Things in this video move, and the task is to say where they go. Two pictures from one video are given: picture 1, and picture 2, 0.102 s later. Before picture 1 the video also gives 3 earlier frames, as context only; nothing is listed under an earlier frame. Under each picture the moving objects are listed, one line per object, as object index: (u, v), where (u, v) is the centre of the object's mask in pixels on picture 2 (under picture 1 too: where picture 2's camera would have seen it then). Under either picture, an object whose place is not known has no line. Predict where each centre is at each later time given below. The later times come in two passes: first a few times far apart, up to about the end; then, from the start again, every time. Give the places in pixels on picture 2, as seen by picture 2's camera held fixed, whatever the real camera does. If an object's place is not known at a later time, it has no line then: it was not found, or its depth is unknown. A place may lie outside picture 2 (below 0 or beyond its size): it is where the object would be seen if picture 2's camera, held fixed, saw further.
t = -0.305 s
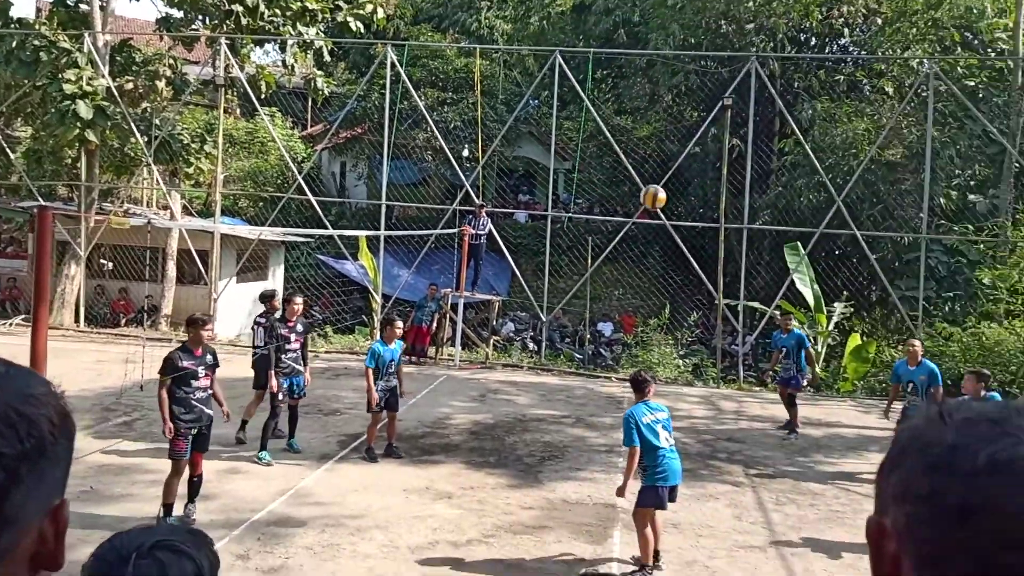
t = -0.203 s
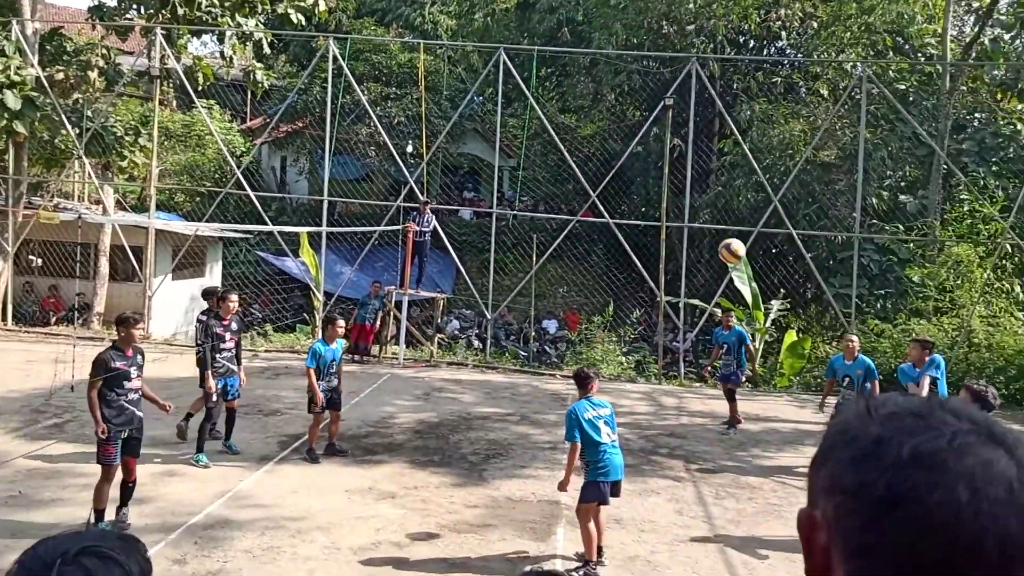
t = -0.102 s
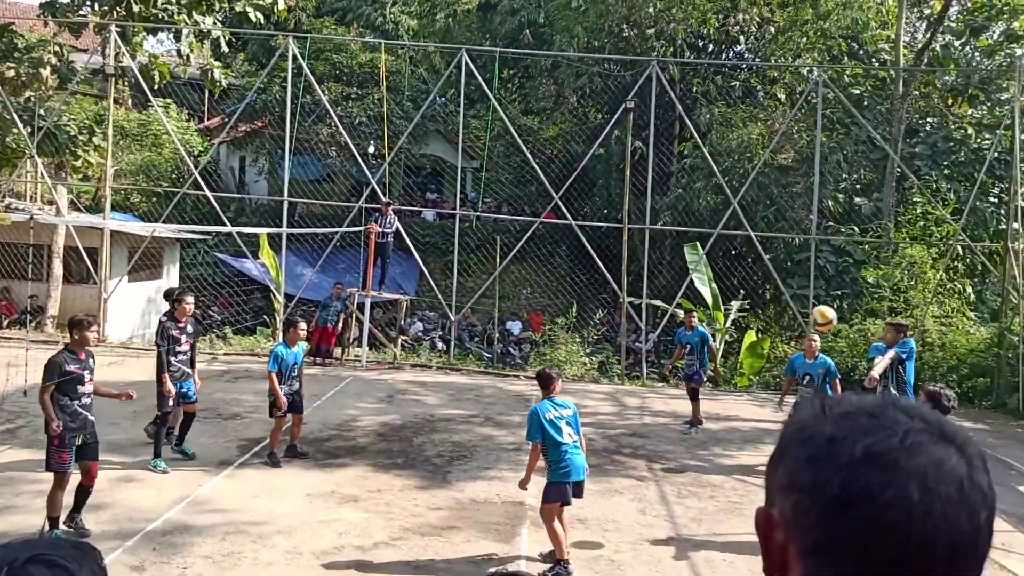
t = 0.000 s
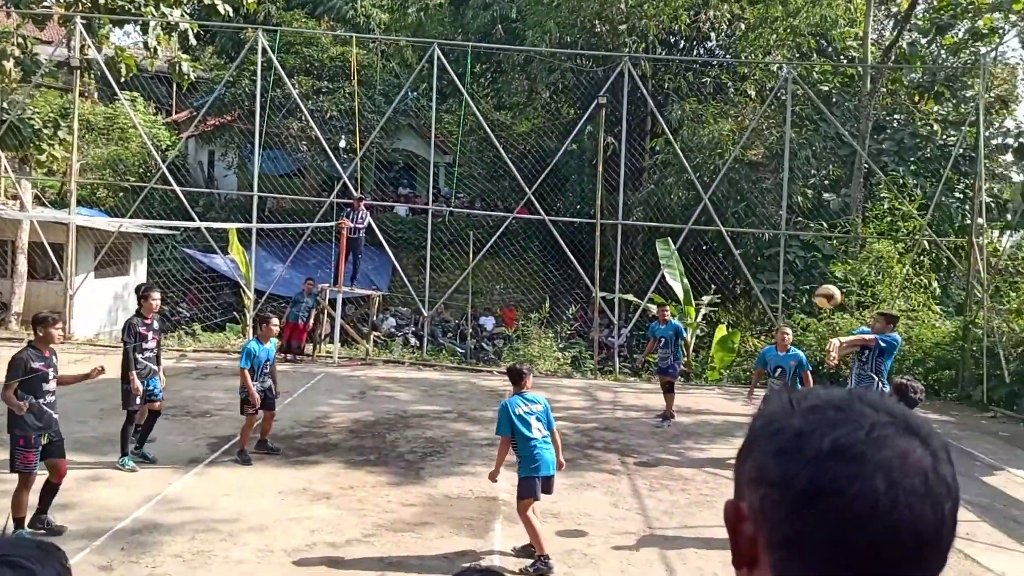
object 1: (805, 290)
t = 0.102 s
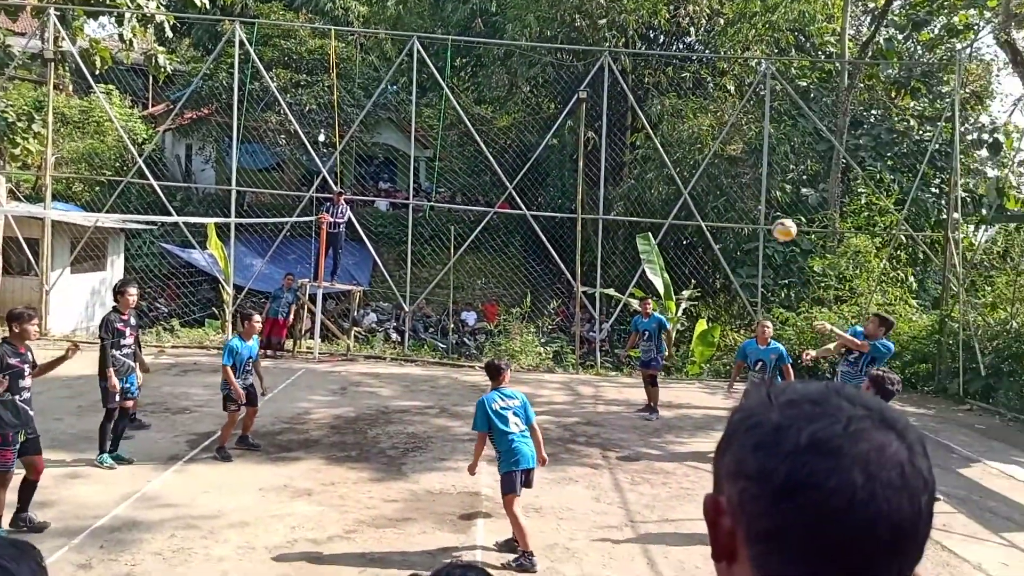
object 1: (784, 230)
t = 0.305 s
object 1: (743, 150)
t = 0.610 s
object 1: (685, 117)
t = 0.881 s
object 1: (638, 160)
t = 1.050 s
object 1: (610, 214)
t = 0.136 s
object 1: (777, 214)
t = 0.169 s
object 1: (770, 198)
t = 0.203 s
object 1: (764, 184)
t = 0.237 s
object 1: (756, 172)
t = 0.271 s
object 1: (750, 160)
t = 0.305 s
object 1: (743, 150)
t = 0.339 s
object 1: (737, 143)
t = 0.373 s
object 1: (730, 135)
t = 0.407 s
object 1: (724, 128)
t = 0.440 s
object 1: (717, 125)
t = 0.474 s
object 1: (710, 120)
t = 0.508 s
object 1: (705, 117)
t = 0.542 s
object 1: (698, 117)
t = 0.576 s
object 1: (692, 117)
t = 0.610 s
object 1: (685, 117)
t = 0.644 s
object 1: (679, 121)
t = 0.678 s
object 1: (673, 123)
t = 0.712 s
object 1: (667, 127)
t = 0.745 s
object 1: (661, 131)
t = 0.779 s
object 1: (655, 138)
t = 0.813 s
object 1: (649, 145)
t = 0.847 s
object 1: (643, 152)
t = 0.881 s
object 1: (638, 160)
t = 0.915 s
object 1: (631, 169)
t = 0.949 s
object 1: (626, 180)
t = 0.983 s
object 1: (620, 190)
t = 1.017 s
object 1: (615, 201)
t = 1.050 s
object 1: (610, 214)
